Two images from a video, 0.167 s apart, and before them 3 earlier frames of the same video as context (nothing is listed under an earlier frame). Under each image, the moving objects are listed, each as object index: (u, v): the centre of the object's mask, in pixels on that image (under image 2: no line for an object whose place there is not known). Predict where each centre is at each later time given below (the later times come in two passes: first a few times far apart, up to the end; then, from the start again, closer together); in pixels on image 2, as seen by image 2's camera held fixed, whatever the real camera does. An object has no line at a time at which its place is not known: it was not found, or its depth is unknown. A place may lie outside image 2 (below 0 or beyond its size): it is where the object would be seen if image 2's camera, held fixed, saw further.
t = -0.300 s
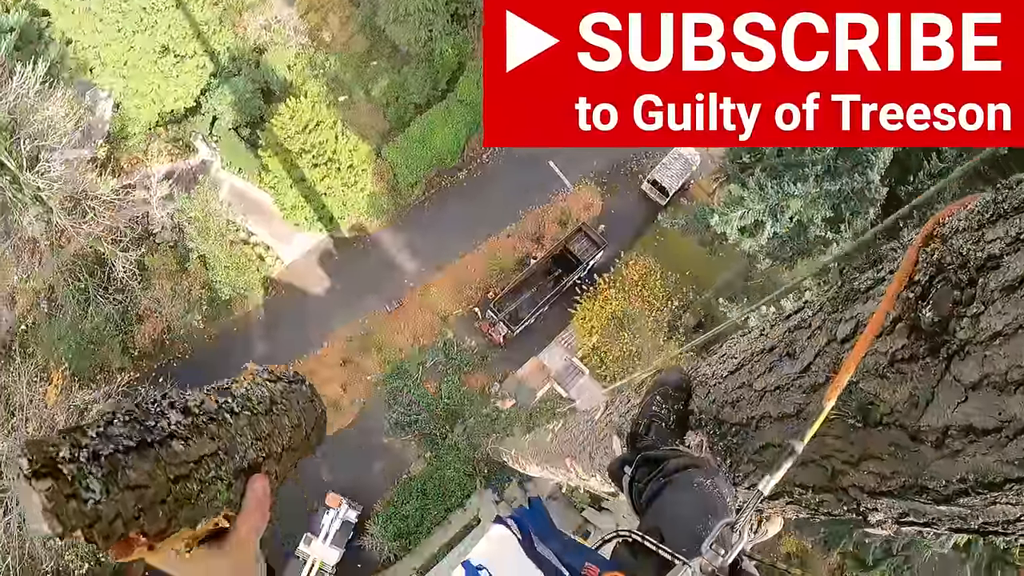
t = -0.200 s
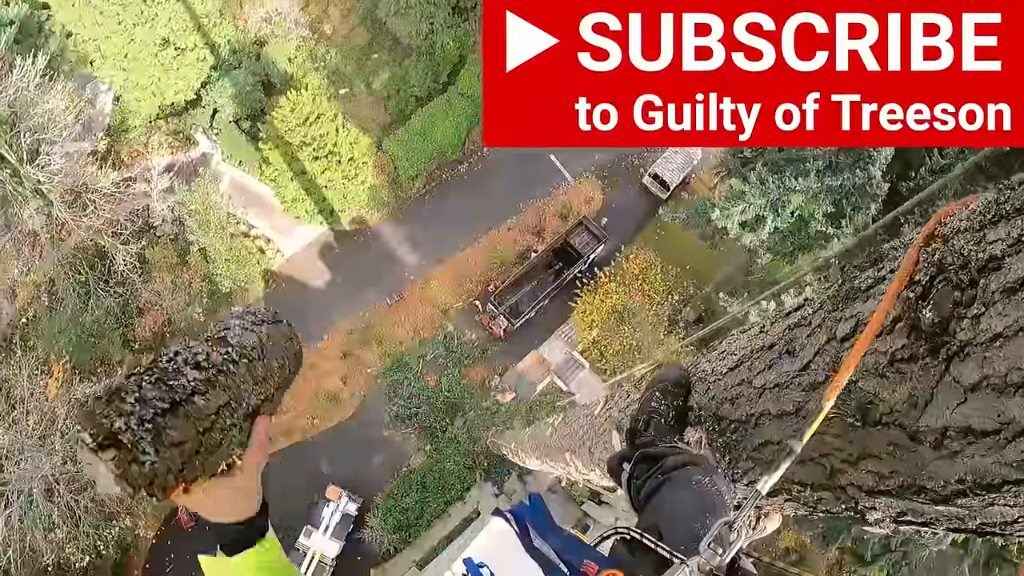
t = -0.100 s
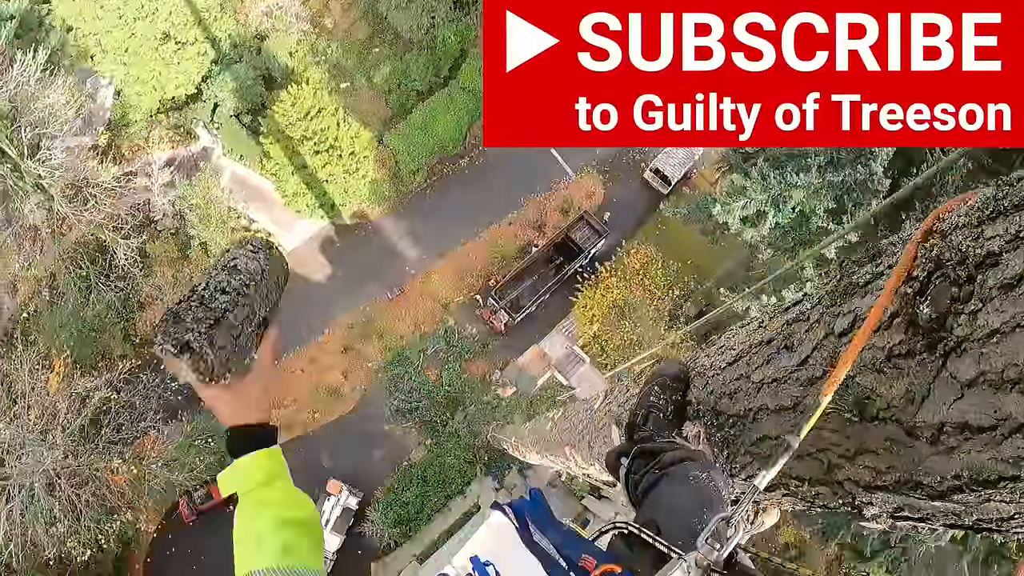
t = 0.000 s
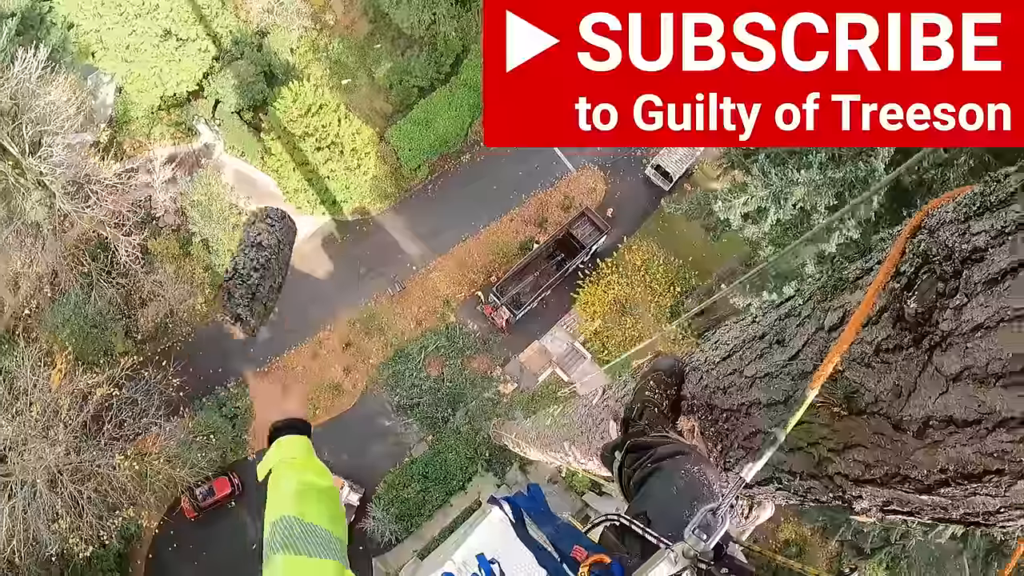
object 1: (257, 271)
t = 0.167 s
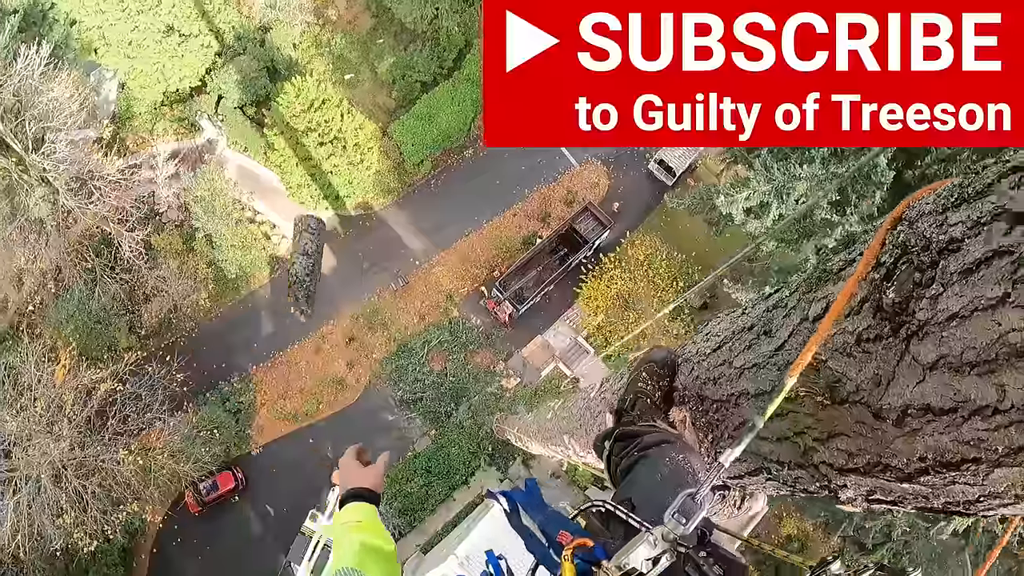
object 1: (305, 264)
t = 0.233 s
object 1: (319, 271)
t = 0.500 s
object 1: (367, 292)
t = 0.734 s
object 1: (392, 312)
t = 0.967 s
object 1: (412, 331)
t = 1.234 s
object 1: (428, 350)
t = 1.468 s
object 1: (439, 363)
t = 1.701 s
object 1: (448, 368)
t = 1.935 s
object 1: (454, 373)
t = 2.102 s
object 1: (457, 377)
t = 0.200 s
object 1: (313, 264)
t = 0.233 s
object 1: (319, 271)
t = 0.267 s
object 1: (328, 271)
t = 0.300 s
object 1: (335, 271)
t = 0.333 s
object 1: (341, 277)
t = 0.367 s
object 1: (346, 280)
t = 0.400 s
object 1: (352, 283)
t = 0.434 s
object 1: (358, 286)
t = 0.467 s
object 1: (363, 289)
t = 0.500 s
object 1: (367, 292)
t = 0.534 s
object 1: (371, 295)
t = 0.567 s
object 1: (376, 297)
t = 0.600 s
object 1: (380, 300)
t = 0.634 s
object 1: (383, 303)
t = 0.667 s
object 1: (387, 306)
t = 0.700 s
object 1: (390, 308)
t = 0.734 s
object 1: (392, 312)
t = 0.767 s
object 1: (396, 315)
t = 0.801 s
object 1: (399, 318)
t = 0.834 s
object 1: (401, 321)
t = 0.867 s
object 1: (404, 323)
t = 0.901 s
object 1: (407, 326)
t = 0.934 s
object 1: (409, 329)
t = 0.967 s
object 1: (412, 331)
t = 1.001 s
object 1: (414, 333)
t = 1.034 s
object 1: (416, 336)
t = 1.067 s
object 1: (419, 338)
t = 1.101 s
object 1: (421, 341)
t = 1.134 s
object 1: (422, 343)
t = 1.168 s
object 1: (424, 346)
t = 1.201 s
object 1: (426, 347)
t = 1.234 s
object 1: (428, 350)
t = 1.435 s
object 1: (437, 362)
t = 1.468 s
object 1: (439, 363)
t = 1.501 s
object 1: (440, 364)
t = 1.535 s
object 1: (441, 365)
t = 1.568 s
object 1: (443, 366)
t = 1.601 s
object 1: (445, 367)
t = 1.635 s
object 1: (445, 367)
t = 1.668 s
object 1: (447, 368)
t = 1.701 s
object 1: (448, 368)
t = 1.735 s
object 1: (448, 367)
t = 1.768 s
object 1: (450, 370)
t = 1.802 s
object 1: (451, 370)
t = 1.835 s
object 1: (453, 370)
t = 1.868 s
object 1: (453, 371)
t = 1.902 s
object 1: (454, 373)
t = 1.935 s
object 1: (454, 373)
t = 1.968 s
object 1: (455, 374)
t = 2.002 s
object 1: (453, 372)
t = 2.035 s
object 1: (456, 375)
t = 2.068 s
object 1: (457, 376)
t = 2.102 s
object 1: (457, 377)
